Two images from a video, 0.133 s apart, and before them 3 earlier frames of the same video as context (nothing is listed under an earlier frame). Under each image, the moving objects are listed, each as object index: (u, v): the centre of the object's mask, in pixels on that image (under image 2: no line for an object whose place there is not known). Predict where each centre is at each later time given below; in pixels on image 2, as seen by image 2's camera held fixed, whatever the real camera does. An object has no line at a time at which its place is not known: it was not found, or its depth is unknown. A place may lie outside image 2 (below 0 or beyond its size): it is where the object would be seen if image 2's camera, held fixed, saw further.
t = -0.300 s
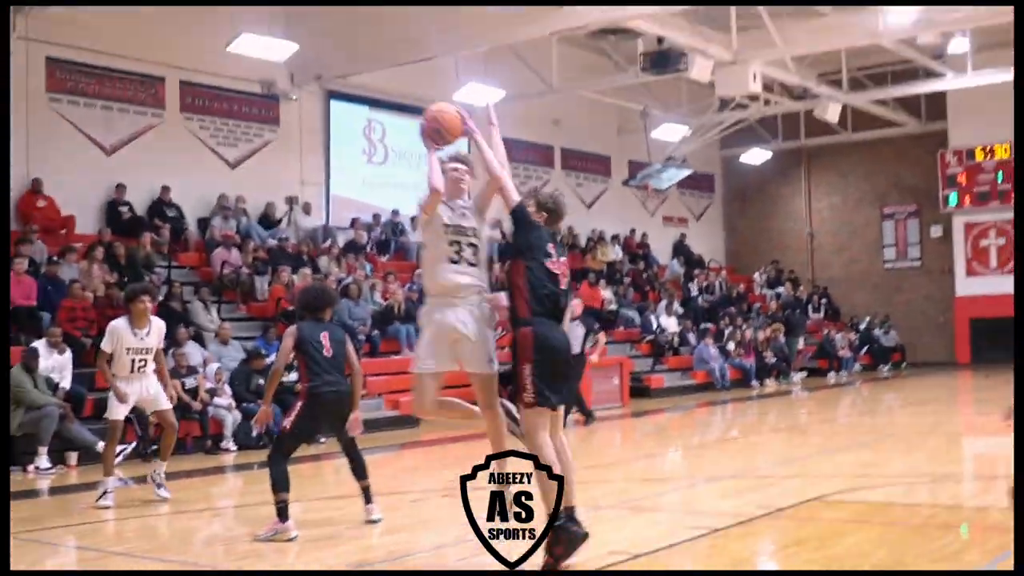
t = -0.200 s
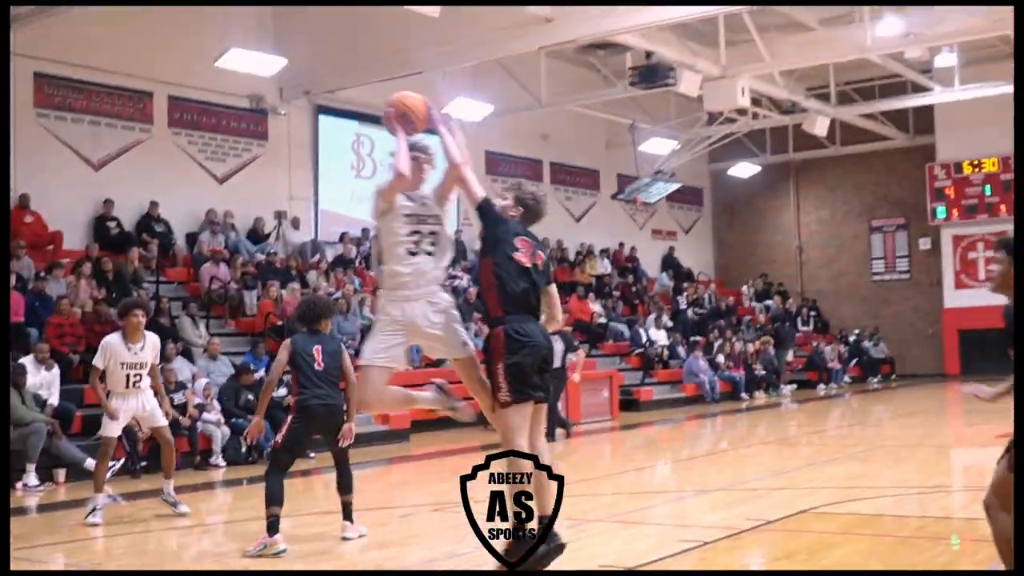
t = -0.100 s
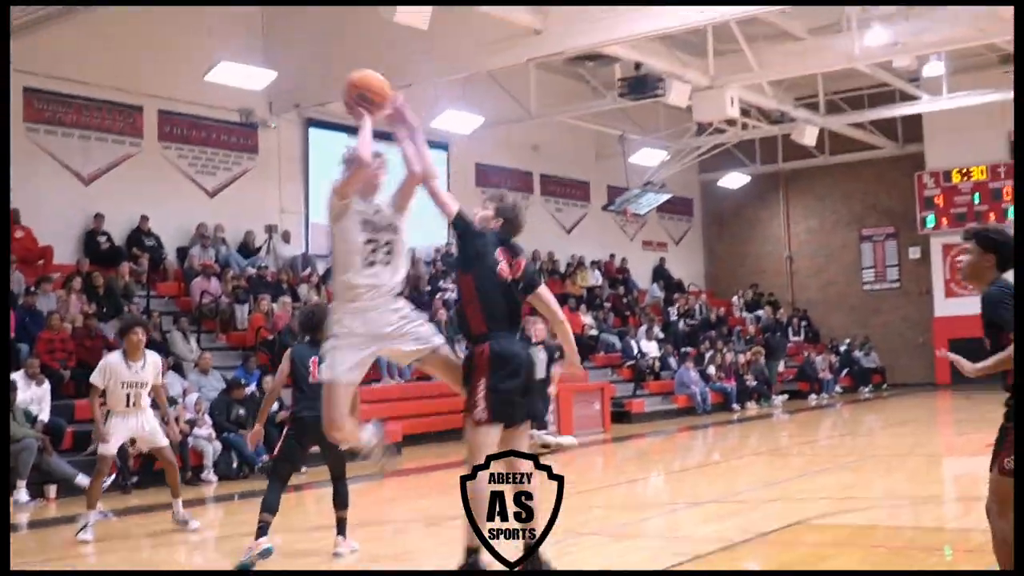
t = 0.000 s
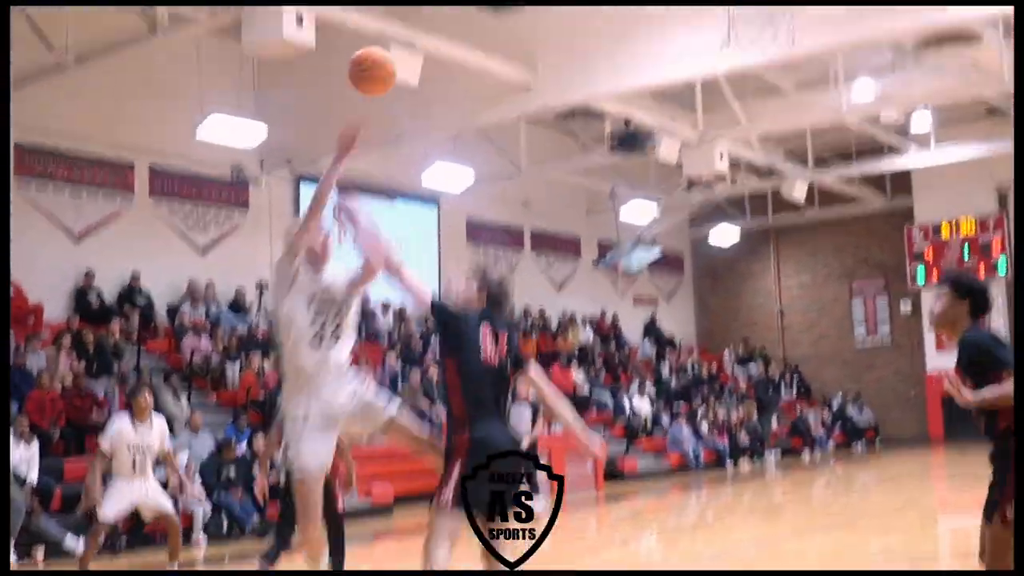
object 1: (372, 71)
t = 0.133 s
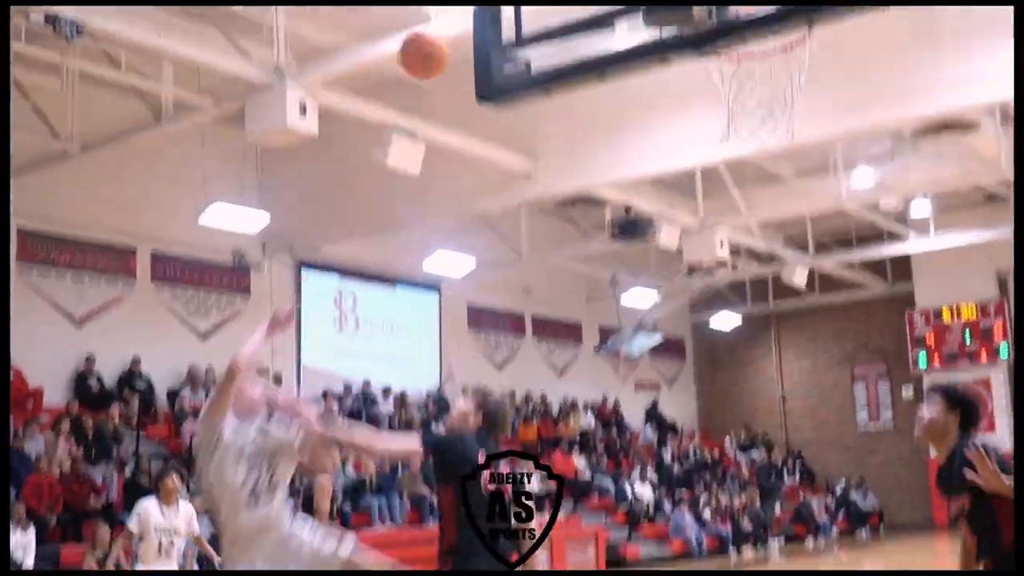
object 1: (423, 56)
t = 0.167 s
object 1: (436, 31)
